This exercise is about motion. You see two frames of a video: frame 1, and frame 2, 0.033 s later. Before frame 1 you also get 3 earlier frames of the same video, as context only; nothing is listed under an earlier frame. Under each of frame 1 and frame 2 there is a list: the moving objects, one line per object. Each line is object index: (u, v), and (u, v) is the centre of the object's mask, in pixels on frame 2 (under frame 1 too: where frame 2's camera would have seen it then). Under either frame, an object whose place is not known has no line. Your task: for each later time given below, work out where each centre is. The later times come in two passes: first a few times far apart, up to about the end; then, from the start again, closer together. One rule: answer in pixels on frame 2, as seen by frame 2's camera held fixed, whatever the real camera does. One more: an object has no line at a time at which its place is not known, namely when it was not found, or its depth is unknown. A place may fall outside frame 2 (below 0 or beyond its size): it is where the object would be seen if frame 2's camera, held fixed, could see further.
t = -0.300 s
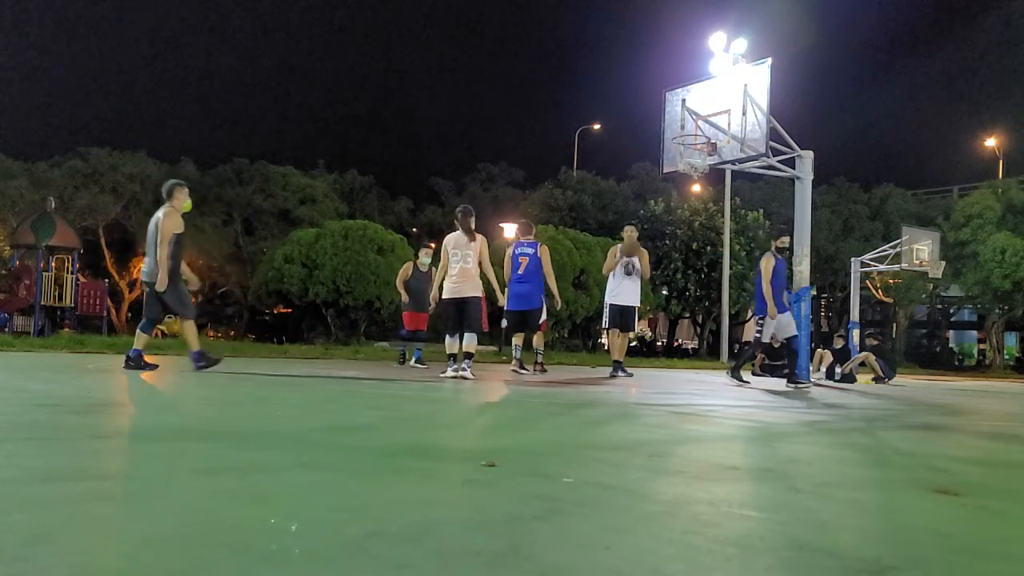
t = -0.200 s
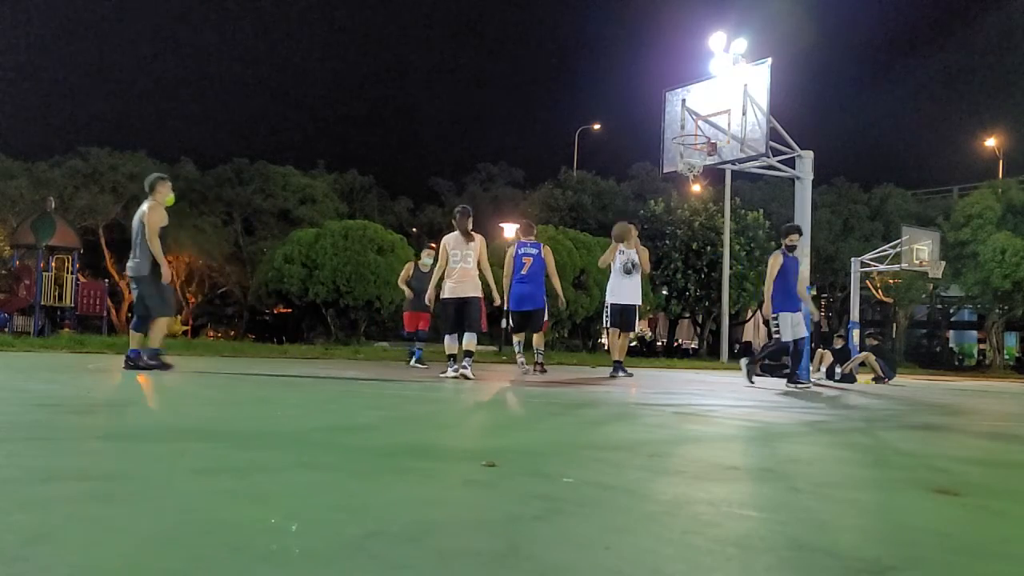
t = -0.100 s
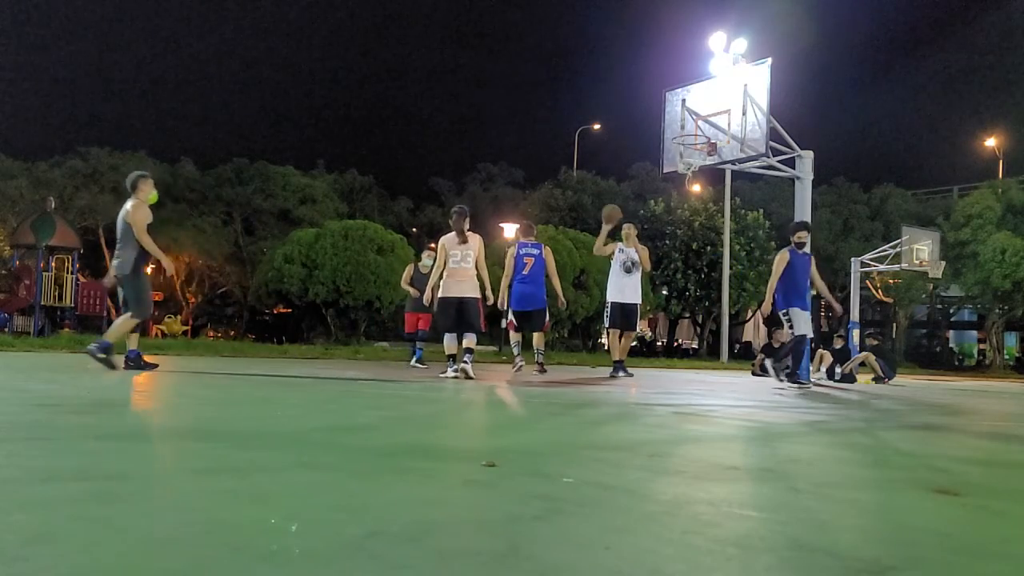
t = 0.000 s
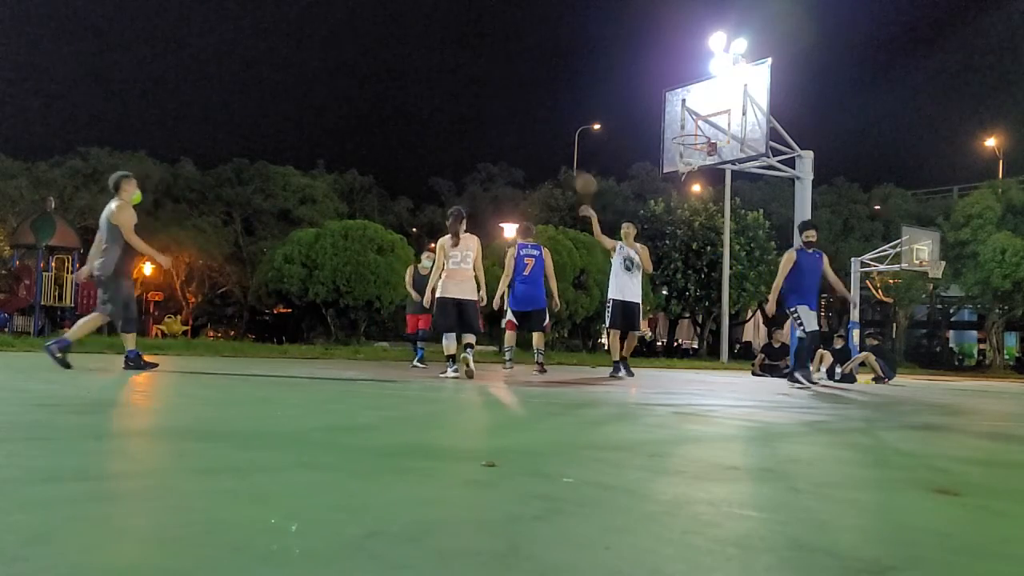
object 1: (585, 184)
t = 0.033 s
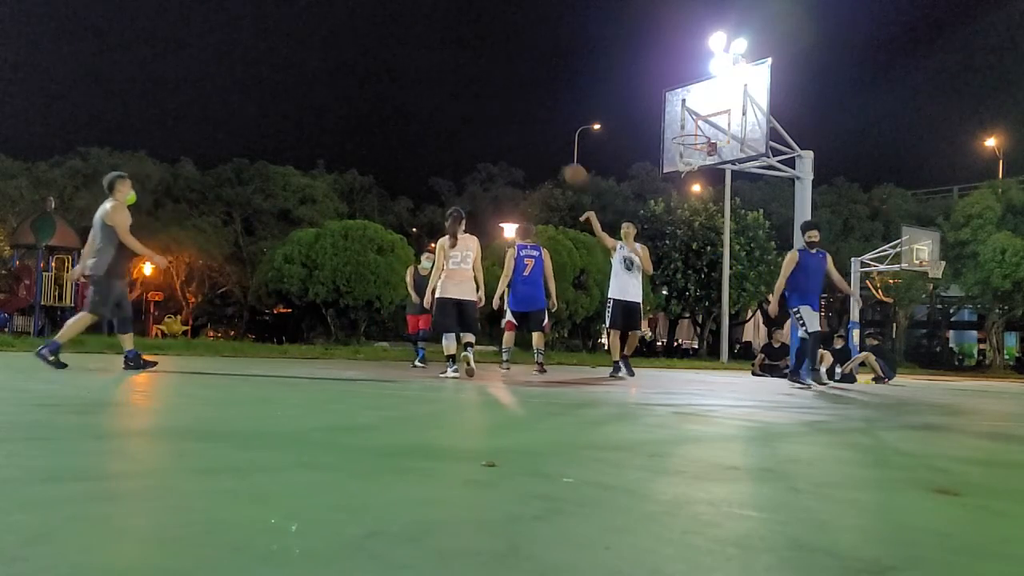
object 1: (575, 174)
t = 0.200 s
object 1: (517, 134)
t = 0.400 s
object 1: (441, 114)
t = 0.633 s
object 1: (338, 137)
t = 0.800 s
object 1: (254, 189)
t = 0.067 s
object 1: (564, 165)
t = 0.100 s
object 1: (553, 155)
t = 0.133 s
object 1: (541, 147)
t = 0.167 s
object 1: (530, 140)
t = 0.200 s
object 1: (517, 134)
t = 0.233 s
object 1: (505, 128)
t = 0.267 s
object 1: (493, 123)
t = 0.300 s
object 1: (480, 120)
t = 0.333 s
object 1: (467, 117)
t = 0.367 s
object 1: (454, 115)
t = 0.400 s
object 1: (441, 114)
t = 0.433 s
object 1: (427, 115)
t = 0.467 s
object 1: (413, 115)
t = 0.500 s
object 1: (399, 117)
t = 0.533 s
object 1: (384, 121)
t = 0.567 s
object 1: (369, 125)
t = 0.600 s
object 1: (354, 130)
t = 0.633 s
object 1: (338, 137)
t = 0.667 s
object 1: (322, 145)
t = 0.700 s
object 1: (306, 154)
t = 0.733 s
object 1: (288, 164)
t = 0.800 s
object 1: (254, 189)
